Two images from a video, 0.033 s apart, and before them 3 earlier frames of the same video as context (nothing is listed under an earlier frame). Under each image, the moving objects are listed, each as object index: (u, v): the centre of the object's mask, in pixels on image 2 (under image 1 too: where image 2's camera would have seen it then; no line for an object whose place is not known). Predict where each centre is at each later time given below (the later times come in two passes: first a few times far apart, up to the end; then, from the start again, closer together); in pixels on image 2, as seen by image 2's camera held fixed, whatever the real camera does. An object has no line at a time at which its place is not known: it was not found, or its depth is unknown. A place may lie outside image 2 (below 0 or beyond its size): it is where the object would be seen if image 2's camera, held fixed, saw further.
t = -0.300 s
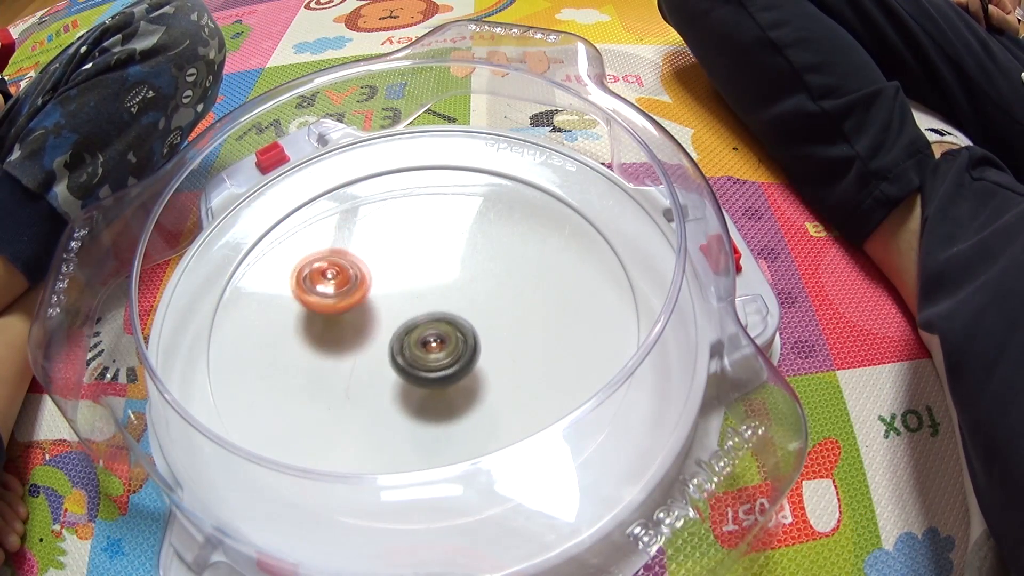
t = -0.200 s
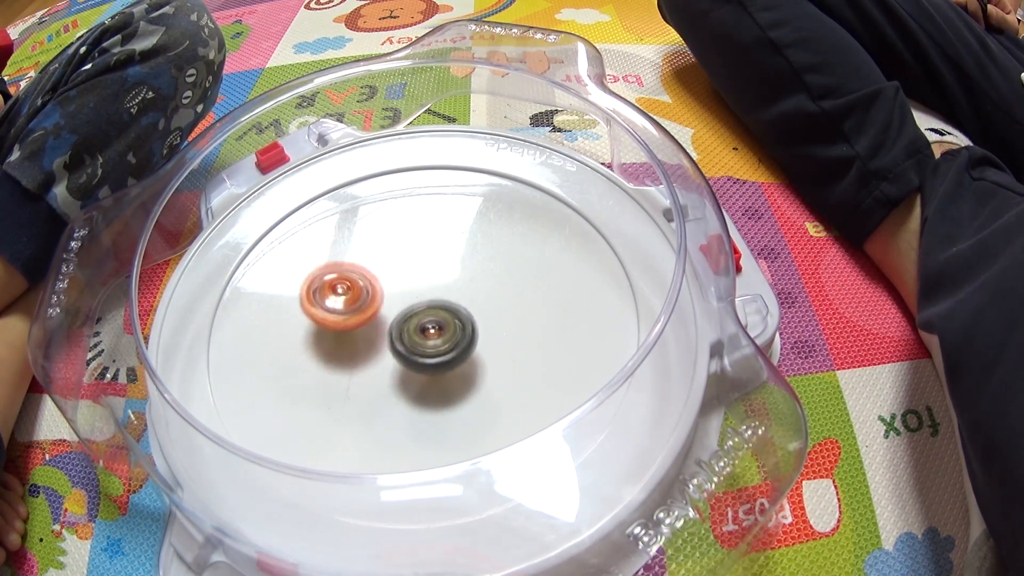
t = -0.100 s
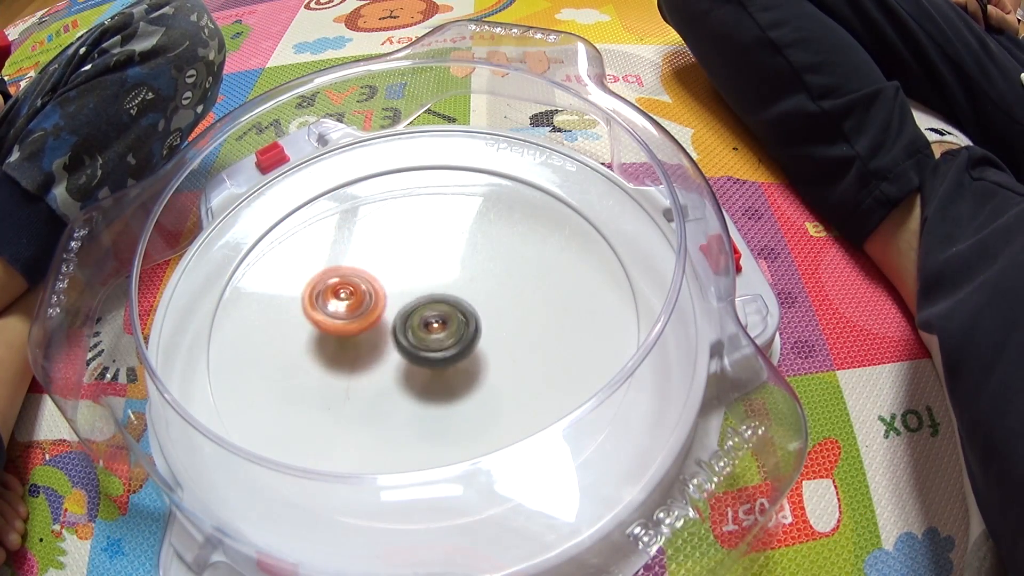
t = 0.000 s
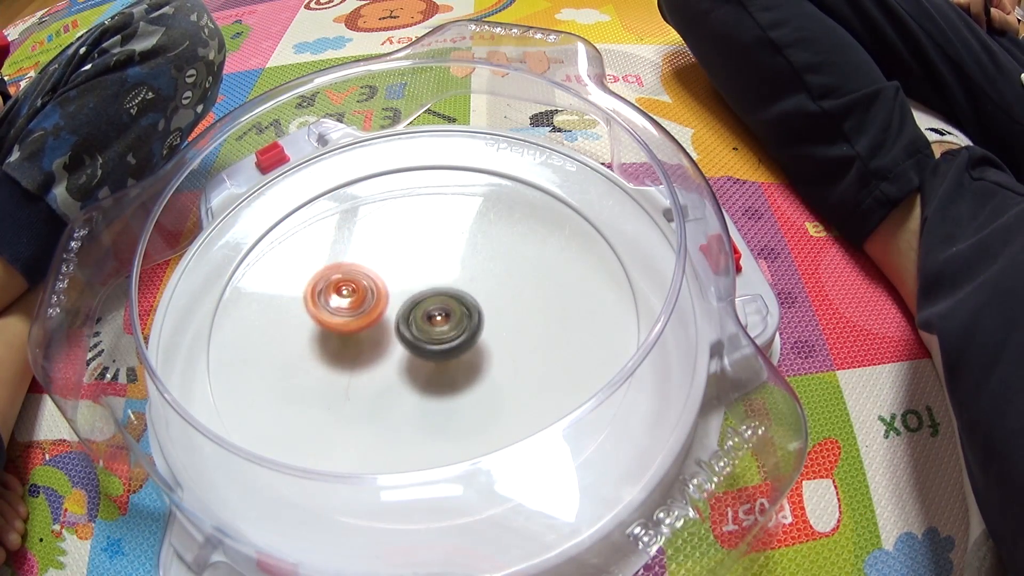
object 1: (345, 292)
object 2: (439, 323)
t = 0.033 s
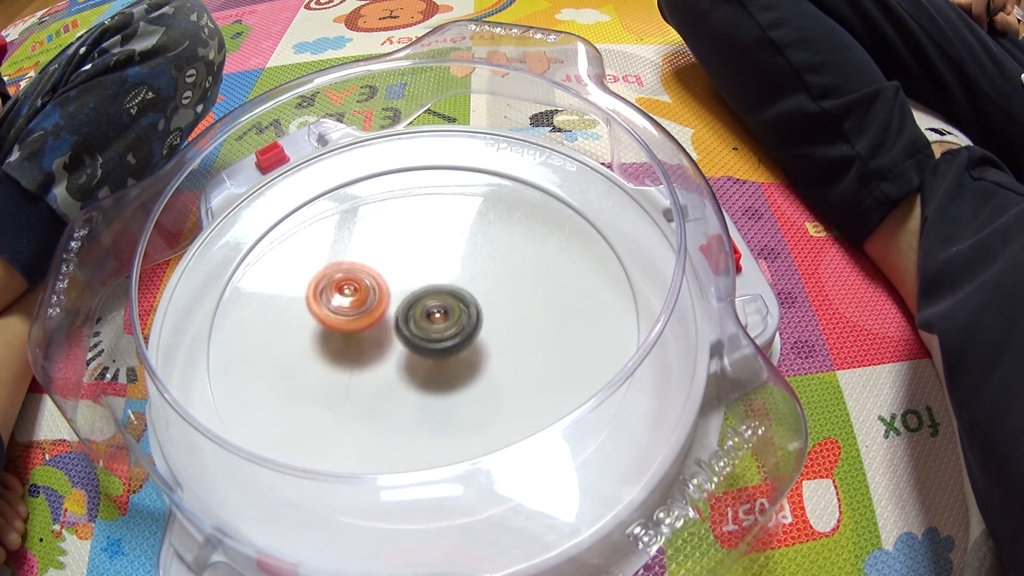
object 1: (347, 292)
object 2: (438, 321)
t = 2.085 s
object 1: (338, 270)
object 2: (473, 381)
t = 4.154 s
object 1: (388, 320)
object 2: (482, 320)
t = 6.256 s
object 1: (491, 293)
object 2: (442, 360)
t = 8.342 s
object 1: (402, 295)
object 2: (448, 395)
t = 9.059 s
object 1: (388, 311)
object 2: (301, 274)
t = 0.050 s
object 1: (348, 291)
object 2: (437, 319)
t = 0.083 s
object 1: (350, 290)
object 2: (434, 316)
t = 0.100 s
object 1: (348, 288)
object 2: (437, 316)
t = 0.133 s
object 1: (344, 283)
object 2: (444, 316)
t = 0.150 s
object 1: (343, 281)
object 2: (446, 316)
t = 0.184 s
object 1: (343, 278)
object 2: (448, 315)
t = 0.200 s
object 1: (344, 277)
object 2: (448, 314)
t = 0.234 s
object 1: (346, 276)
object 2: (449, 311)
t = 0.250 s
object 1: (348, 276)
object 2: (449, 309)
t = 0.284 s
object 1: (351, 277)
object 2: (449, 307)
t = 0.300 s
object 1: (352, 277)
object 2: (449, 306)
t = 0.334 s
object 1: (356, 278)
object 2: (446, 303)
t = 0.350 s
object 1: (359, 279)
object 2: (446, 302)
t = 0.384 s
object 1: (358, 277)
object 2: (451, 302)
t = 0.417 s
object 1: (351, 274)
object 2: (461, 303)
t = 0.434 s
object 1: (350, 273)
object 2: (465, 304)
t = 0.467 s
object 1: (349, 272)
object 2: (469, 305)
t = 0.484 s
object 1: (349, 272)
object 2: (471, 304)
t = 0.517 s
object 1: (350, 271)
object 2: (473, 303)
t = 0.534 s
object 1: (352, 272)
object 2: (474, 302)
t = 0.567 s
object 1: (355, 271)
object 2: (476, 300)
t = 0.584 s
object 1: (356, 272)
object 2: (477, 299)
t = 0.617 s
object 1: (360, 273)
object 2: (477, 298)
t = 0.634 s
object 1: (362, 273)
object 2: (477, 297)
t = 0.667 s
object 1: (366, 274)
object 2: (476, 296)
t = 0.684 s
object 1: (369, 274)
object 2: (476, 296)
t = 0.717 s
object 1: (374, 275)
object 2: (474, 294)
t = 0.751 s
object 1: (380, 274)
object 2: (473, 294)
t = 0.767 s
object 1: (382, 275)
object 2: (472, 294)
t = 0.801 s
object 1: (384, 273)
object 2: (472, 296)
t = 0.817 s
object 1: (381, 269)
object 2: (477, 299)
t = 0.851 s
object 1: (376, 267)
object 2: (482, 302)
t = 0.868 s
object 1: (375, 267)
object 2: (484, 304)
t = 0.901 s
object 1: (375, 267)
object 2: (485, 305)
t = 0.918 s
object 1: (376, 267)
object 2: (484, 305)
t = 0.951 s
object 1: (376, 268)
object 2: (484, 304)
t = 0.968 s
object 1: (377, 268)
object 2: (485, 304)
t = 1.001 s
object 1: (380, 269)
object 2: (486, 303)
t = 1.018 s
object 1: (381, 269)
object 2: (486, 302)
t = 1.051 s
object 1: (383, 270)
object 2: (487, 301)
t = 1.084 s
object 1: (385, 270)
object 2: (486, 299)
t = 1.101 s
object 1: (387, 270)
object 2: (485, 298)
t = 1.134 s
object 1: (390, 270)
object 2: (484, 297)
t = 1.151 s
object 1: (392, 271)
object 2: (482, 297)
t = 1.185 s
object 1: (396, 271)
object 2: (479, 296)
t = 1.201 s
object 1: (398, 271)
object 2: (478, 297)
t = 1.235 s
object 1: (396, 269)
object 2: (483, 300)
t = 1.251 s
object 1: (395, 269)
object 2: (484, 302)
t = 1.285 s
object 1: (396, 269)
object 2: (484, 307)
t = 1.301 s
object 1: (397, 270)
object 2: (484, 309)
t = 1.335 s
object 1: (398, 272)
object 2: (481, 314)
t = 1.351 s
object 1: (399, 273)
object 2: (480, 316)
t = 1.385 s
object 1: (401, 276)
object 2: (477, 320)
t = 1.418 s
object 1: (403, 279)
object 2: (474, 325)
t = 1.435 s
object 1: (404, 280)
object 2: (472, 327)
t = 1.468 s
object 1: (402, 280)
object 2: (473, 334)
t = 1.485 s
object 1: (398, 278)
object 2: (475, 340)
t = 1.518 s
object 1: (393, 275)
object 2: (477, 349)
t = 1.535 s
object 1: (391, 276)
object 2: (478, 353)
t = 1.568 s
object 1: (388, 274)
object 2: (480, 358)
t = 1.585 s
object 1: (387, 275)
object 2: (481, 360)
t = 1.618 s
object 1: (386, 277)
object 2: (481, 362)
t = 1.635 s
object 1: (386, 279)
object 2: (482, 363)
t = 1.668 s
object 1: (385, 283)
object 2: (481, 363)
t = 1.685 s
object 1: (386, 285)
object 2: (481, 363)
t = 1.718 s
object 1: (385, 288)
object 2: (479, 362)
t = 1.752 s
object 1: (385, 292)
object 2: (476, 361)
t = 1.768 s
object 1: (384, 293)
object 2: (475, 360)
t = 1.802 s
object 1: (384, 297)
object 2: (471, 359)
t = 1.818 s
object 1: (383, 298)
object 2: (469, 358)
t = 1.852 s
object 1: (383, 301)
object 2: (464, 356)
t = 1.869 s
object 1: (383, 303)
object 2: (461, 356)
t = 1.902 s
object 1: (383, 305)
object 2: (456, 354)
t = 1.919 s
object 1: (383, 307)
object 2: (453, 353)
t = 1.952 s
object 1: (371, 298)
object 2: (461, 363)
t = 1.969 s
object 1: (363, 292)
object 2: (465, 368)
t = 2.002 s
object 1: (351, 282)
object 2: (471, 376)
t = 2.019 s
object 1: (347, 278)
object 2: (472, 379)
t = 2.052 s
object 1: (341, 273)
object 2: (474, 381)
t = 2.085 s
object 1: (338, 270)
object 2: (473, 381)
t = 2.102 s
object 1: (337, 269)
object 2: (472, 380)
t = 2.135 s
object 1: (335, 270)
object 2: (469, 376)
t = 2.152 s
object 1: (334, 272)
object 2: (468, 374)
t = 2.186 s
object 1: (334, 275)
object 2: (464, 369)
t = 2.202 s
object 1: (334, 278)
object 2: (462, 367)
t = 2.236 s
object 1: (335, 282)
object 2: (458, 362)
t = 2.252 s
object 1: (336, 285)
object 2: (455, 359)
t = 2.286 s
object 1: (337, 288)
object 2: (451, 353)
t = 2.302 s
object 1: (337, 289)
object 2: (449, 350)
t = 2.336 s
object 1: (339, 291)
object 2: (446, 345)
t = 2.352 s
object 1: (339, 292)
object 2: (445, 342)
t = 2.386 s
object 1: (341, 293)
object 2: (442, 336)
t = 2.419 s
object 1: (343, 294)
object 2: (437, 333)
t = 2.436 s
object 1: (343, 294)
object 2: (435, 332)
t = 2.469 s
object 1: (345, 295)
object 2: (429, 331)
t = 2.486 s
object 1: (346, 296)
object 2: (426, 331)
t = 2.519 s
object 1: (334, 286)
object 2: (434, 338)
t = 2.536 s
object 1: (327, 282)
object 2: (439, 343)
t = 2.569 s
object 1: (319, 275)
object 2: (445, 348)
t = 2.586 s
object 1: (316, 273)
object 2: (447, 349)
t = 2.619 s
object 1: (314, 269)
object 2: (448, 349)
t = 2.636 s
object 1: (314, 269)
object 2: (447, 348)
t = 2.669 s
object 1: (316, 269)
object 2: (443, 345)
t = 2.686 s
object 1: (318, 269)
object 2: (441, 343)
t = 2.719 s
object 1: (321, 270)
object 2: (437, 340)
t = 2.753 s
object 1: (324, 272)
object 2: (434, 335)
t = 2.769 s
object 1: (326, 273)
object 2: (432, 333)
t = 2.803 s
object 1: (328, 275)
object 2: (427, 328)
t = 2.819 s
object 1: (331, 276)
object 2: (424, 326)
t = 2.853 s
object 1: (334, 278)
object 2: (419, 323)
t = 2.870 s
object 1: (336, 279)
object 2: (417, 321)
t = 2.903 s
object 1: (339, 280)
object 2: (413, 319)
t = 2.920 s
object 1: (336, 277)
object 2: (417, 321)
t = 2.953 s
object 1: (330, 269)
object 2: (429, 330)
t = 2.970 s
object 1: (328, 267)
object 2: (434, 332)
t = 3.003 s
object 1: (329, 264)
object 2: (441, 336)
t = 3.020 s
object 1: (329, 263)
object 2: (443, 337)
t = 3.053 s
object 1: (331, 263)
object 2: (446, 339)
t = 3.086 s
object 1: (334, 264)
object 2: (449, 338)
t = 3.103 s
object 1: (336, 264)
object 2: (450, 337)
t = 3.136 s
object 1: (340, 266)
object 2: (449, 336)
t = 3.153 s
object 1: (341, 266)
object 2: (449, 335)
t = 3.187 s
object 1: (346, 268)
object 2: (450, 333)
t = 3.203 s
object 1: (348, 269)
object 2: (450, 331)
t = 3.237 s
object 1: (352, 271)
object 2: (449, 328)
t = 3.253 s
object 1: (354, 272)
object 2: (449, 328)
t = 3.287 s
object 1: (357, 273)
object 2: (449, 326)
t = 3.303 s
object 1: (360, 274)
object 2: (449, 325)
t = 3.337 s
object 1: (363, 276)
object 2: (447, 322)
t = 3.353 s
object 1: (366, 278)
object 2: (446, 321)
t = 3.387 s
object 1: (370, 280)
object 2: (447, 320)
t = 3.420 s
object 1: (370, 279)
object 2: (450, 323)
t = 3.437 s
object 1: (371, 277)
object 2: (452, 325)
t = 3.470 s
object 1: (372, 277)
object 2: (456, 326)
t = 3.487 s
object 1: (375, 277)
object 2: (457, 327)
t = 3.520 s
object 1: (376, 277)
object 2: (459, 329)
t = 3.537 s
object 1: (378, 281)
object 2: (461, 328)
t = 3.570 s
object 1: (379, 281)
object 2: (463, 327)
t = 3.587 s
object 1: (381, 283)
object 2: (463, 327)
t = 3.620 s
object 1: (383, 284)
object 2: (465, 327)
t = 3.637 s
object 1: (384, 286)
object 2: (466, 327)
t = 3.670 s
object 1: (385, 288)
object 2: (467, 326)
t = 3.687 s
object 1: (386, 290)
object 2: (468, 326)
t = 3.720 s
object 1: (389, 294)
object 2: (469, 325)
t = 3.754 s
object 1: (382, 290)
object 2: (480, 329)
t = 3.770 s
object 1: (379, 289)
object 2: (484, 331)
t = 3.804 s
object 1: (376, 287)
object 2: (491, 332)
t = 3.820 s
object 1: (375, 286)
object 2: (493, 332)
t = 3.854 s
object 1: (377, 287)
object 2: (496, 332)
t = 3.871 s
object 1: (377, 288)
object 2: (498, 332)
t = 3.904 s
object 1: (379, 294)
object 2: (502, 331)
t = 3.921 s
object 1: (380, 294)
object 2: (502, 330)
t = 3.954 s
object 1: (381, 297)
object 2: (503, 329)
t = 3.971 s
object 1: (382, 300)
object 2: (503, 328)
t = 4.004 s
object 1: (384, 303)
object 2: (501, 326)
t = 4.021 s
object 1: (385, 305)
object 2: (500, 326)
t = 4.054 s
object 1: (386, 309)
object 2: (497, 324)
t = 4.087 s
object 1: (386, 313)
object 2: (493, 323)
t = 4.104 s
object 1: (387, 315)
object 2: (490, 322)
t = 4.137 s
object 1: (388, 318)
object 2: (486, 321)
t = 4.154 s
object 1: (388, 320)
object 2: (482, 320)
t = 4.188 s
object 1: (386, 322)
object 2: (478, 320)
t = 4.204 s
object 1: (383, 323)
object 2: (477, 320)
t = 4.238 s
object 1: (378, 325)
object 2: (473, 319)
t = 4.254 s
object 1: (376, 326)
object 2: (470, 319)
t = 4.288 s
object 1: (373, 333)
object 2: (466, 319)
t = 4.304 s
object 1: (369, 334)
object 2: (467, 318)
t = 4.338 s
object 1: (362, 337)
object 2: (466, 317)
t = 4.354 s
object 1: (361, 338)
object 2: (464, 317)
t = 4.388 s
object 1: (358, 340)
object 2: (461, 317)
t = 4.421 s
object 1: (356, 342)
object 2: (455, 316)
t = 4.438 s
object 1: (356, 343)
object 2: (453, 316)
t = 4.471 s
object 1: (355, 344)
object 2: (448, 316)
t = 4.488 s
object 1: (355, 344)
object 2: (444, 316)
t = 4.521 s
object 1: (334, 347)
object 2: (461, 311)
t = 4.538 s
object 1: (322, 348)
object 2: (469, 308)
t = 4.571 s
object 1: (304, 349)
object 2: (484, 302)
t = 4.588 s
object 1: (297, 350)
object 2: (488, 299)
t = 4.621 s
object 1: (283, 353)
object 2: (494, 295)
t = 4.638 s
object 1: (278, 353)
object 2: (494, 293)
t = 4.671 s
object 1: (268, 350)
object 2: (493, 289)
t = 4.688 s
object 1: (266, 351)
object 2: (494, 287)
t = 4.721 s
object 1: (262, 351)
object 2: (491, 282)
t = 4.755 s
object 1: (261, 351)
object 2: (489, 279)
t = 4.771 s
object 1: (262, 351)
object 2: (486, 277)
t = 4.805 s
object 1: (264, 351)
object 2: (483, 275)
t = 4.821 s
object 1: (267, 350)
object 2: (480, 273)
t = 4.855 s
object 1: (271, 349)
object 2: (474, 272)
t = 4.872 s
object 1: (274, 348)
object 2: (471, 271)
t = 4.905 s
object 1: (280, 346)
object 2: (464, 270)
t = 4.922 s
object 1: (285, 345)
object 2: (462, 270)
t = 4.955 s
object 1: (293, 342)
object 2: (454, 271)
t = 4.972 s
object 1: (296, 341)
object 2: (450, 272)
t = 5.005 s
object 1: (305, 337)
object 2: (444, 272)
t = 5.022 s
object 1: (310, 335)
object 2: (440, 274)
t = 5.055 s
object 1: (318, 331)
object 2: (435, 277)
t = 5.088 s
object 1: (326, 327)
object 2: (428, 280)
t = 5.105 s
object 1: (329, 324)
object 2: (426, 281)
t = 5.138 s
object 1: (336, 320)
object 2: (420, 285)
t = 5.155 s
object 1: (340, 318)
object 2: (418, 286)
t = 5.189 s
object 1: (336, 314)
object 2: (425, 287)
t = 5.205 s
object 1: (335, 313)
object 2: (431, 286)
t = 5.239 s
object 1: (335, 309)
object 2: (437, 286)
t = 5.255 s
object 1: (337, 308)
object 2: (439, 286)
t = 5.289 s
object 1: (341, 304)
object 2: (441, 288)
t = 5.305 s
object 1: (344, 301)
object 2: (442, 288)
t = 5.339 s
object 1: (350, 297)
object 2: (442, 289)
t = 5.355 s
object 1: (352, 295)
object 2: (443, 290)
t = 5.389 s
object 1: (356, 290)
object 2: (448, 292)
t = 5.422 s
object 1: (357, 282)
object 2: (459, 295)
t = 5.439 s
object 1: (359, 279)
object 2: (462, 295)
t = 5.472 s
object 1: (365, 275)
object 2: (467, 296)
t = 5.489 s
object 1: (370, 273)
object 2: (470, 297)
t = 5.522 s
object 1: (377, 269)
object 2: (473, 298)
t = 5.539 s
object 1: (381, 269)
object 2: (475, 298)
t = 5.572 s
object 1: (391, 265)
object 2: (478, 299)
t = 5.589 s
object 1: (393, 264)
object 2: (479, 300)
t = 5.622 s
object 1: (404, 262)
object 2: (481, 301)
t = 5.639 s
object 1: (408, 260)
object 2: (482, 302)
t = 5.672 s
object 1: (417, 260)
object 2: (483, 303)
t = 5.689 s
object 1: (423, 258)
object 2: (484, 304)
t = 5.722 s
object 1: (429, 254)
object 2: (485, 310)
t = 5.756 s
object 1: (437, 255)
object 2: (485, 314)
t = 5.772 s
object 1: (442, 254)
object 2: (486, 316)
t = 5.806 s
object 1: (449, 253)
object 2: (486, 320)
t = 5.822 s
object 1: (454, 253)
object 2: (488, 322)
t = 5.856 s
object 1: (460, 254)
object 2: (488, 325)
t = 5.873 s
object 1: (463, 255)
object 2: (489, 327)
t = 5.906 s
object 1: (467, 256)
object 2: (488, 331)
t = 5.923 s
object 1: (470, 258)
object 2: (488, 333)
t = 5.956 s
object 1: (474, 259)
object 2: (485, 336)
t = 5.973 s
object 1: (476, 262)
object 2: (485, 338)
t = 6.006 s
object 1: (480, 264)
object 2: (481, 341)
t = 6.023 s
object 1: (482, 267)
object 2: (481, 342)
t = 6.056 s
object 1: (484, 270)
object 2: (476, 346)
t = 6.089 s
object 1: (486, 274)
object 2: (471, 348)
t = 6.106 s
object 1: (487, 276)
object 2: (470, 349)
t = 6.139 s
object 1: (489, 279)
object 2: (463, 353)
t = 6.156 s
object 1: (490, 280)
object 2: (461, 354)
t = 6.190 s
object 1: (491, 285)
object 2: (454, 357)
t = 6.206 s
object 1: (491, 286)
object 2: (452, 358)
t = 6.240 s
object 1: (492, 291)
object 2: (444, 360)
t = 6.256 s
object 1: (491, 293)
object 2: (442, 360)
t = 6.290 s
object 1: (493, 296)
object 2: (431, 364)
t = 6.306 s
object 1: (493, 297)
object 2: (426, 365)
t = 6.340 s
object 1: (492, 302)
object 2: (417, 366)
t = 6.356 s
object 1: (490, 305)
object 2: (413, 366)
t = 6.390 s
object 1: (487, 309)
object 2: (405, 366)
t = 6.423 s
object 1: (482, 314)
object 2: (397, 365)
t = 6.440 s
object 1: (480, 316)
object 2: (394, 365)
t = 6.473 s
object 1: (476, 322)
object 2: (387, 363)
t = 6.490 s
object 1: (473, 325)
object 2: (384, 362)
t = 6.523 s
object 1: (469, 332)
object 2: (375, 359)
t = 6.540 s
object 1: (469, 333)
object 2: (367, 359)
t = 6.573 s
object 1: (467, 338)
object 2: (356, 355)
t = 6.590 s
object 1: (465, 341)
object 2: (352, 354)
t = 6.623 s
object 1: (461, 344)
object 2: (345, 351)
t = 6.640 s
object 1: (458, 347)
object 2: (342, 349)
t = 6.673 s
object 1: (452, 349)
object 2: (336, 346)
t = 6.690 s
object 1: (448, 350)
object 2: (334, 344)
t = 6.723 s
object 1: (441, 352)
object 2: (329, 339)
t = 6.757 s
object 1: (433, 355)
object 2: (325, 334)
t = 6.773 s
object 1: (429, 356)
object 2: (324, 332)
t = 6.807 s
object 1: (420, 357)
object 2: (321, 326)
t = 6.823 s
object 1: (416, 358)
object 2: (321, 324)
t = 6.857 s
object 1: (408, 357)
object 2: (321, 319)
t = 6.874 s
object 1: (403, 358)
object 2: (320, 316)
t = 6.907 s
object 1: (395, 357)
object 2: (321, 310)
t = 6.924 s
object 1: (390, 357)
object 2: (321, 308)
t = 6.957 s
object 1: (382, 355)
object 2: (324, 302)
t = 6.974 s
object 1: (379, 355)
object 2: (325, 298)
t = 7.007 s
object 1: (374, 355)
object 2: (326, 292)
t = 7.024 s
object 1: (371, 355)
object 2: (328, 289)
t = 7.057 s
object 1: (368, 352)
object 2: (331, 282)
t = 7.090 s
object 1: (365, 349)
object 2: (335, 277)
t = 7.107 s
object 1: (364, 348)
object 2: (337, 275)
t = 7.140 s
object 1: (362, 339)
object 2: (343, 270)
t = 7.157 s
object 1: (361, 337)
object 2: (346, 268)
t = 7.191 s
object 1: (360, 332)
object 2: (352, 263)
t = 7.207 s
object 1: (360, 330)
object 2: (355, 262)
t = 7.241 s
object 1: (358, 325)
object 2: (362, 258)
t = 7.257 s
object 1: (359, 323)
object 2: (366, 256)
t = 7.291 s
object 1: (359, 318)
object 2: (373, 254)
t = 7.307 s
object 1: (359, 315)
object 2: (377, 252)
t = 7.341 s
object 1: (351, 321)
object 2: (392, 241)
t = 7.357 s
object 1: (348, 322)
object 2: (399, 236)
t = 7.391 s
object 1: (345, 324)
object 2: (412, 230)
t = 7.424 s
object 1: (344, 323)
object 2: (422, 225)
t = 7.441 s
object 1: (344, 322)
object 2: (427, 224)
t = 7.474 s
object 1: (346, 320)
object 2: (435, 223)
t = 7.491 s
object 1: (347, 319)
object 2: (439, 222)
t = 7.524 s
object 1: (350, 316)
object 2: (447, 222)
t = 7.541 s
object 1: (353, 316)
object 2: (451, 223)
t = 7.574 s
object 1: (356, 313)
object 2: (458, 224)
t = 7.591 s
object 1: (359, 312)
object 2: (463, 225)
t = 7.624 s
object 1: (364, 310)
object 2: (470, 228)
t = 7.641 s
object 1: (366, 310)
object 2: (473, 230)
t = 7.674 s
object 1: (371, 307)
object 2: (479, 234)
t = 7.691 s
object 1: (373, 306)
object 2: (482, 237)
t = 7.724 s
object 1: (380, 302)
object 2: (487, 243)
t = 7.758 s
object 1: (386, 301)
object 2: (492, 249)
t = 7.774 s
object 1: (388, 299)
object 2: (494, 253)
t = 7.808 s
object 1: (396, 297)
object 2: (497, 260)
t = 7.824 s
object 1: (401, 297)
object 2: (499, 263)
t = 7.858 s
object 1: (407, 296)
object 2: (502, 271)
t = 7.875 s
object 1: (411, 294)
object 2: (502, 275)
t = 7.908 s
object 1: (420, 294)
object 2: (504, 284)
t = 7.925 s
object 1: (422, 292)
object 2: (506, 289)
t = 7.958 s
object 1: (412, 288)
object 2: (519, 299)
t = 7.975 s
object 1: (408, 288)
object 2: (523, 304)
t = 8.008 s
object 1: (402, 284)
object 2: (528, 315)
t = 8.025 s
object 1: (401, 286)
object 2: (527, 320)
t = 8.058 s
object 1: (399, 284)
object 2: (525, 330)
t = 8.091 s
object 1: (399, 283)
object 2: (522, 340)
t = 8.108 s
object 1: (400, 283)
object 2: (520, 345)
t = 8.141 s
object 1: (401, 288)
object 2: (513, 355)
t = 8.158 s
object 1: (401, 286)
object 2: (510, 359)
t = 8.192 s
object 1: (400, 290)
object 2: (502, 367)
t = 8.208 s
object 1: (401, 288)
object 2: (496, 372)
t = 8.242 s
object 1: (402, 290)
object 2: (486, 379)
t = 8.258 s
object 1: (402, 293)
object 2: (481, 382)
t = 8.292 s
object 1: (402, 293)
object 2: (470, 388)
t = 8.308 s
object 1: (401, 293)
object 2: (462, 391)
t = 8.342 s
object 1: (402, 295)
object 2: (448, 395)
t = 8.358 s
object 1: (402, 295)
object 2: (441, 396)
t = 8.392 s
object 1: (402, 298)
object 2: (426, 398)
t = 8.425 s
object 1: (401, 299)
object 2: (410, 400)
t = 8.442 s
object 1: (401, 300)
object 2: (401, 399)
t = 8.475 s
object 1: (400, 302)
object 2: (386, 397)
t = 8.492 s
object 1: (400, 303)
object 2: (378, 396)
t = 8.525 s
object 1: (399, 304)
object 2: (362, 392)
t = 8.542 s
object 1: (399, 305)
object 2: (355, 389)
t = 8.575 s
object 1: (398, 306)
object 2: (341, 385)
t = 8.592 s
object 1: (398, 307)
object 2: (335, 381)
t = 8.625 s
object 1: (397, 308)
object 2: (323, 372)
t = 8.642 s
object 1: (396, 309)
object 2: (317, 369)
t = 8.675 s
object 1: (395, 309)
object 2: (306, 360)
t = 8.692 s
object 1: (394, 310)
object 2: (302, 355)
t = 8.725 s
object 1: (393, 311)
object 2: (294, 345)
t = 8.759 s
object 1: (393, 312)
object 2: (288, 336)
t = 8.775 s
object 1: (392, 311)
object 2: (285, 331)
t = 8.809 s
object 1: (391, 311)
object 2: (282, 322)
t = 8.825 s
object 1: (390, 312)
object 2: (282, 317)
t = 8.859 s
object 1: (389, 312)
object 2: (281, 309)
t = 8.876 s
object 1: (389, 313)
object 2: (281, 305)
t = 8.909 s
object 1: (388, 312)
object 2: (282, 298)
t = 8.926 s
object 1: (388, 312)
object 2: (284, 295)
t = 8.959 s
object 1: (388, 312)
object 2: (287, 290)
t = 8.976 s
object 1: (388, 312)
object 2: (288, 286)
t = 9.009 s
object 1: (387, 312)
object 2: (293, 282)
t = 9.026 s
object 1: (388, 312)
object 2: (296, 280)
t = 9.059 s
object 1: (388, 311)
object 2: (301, 274)
